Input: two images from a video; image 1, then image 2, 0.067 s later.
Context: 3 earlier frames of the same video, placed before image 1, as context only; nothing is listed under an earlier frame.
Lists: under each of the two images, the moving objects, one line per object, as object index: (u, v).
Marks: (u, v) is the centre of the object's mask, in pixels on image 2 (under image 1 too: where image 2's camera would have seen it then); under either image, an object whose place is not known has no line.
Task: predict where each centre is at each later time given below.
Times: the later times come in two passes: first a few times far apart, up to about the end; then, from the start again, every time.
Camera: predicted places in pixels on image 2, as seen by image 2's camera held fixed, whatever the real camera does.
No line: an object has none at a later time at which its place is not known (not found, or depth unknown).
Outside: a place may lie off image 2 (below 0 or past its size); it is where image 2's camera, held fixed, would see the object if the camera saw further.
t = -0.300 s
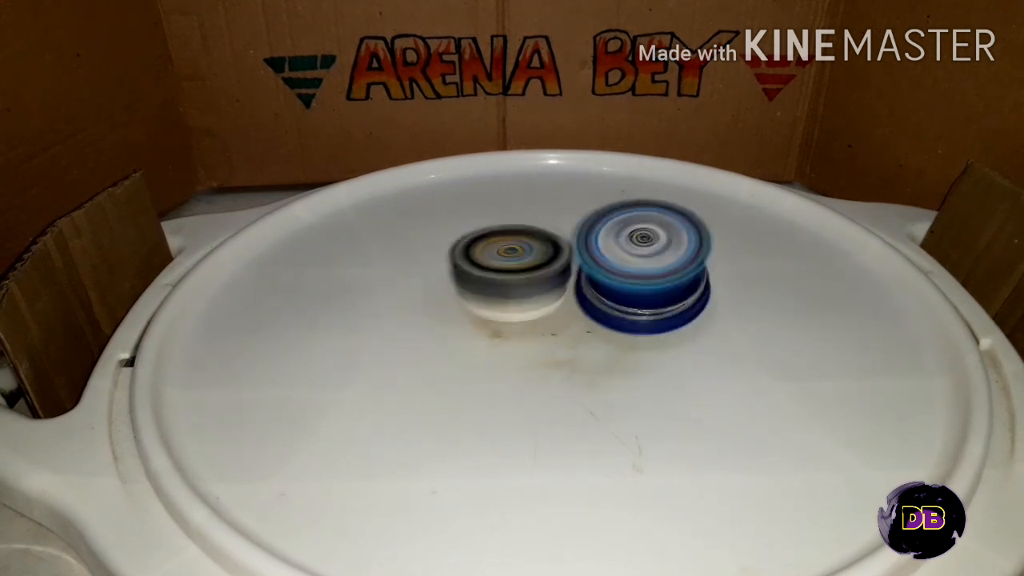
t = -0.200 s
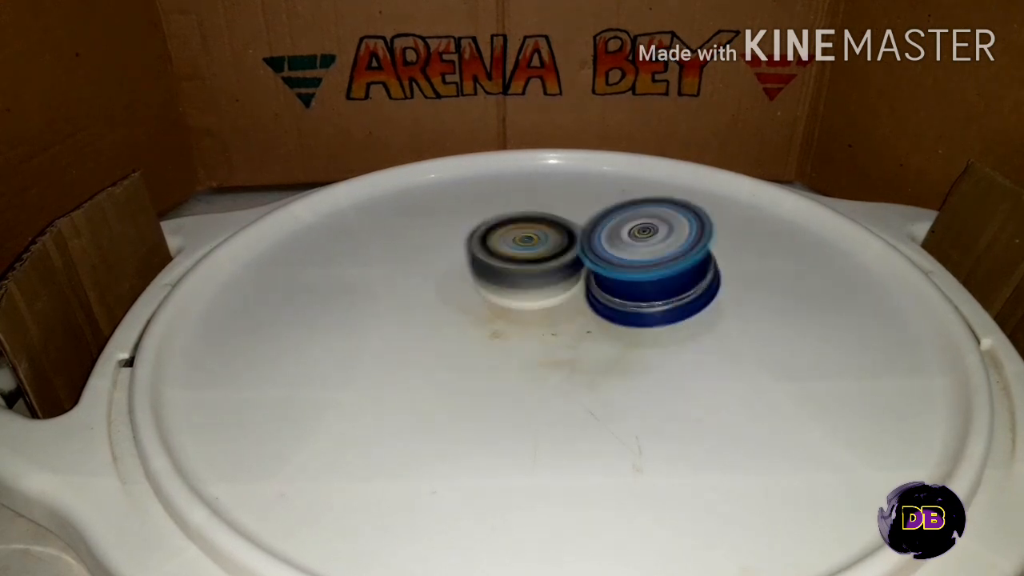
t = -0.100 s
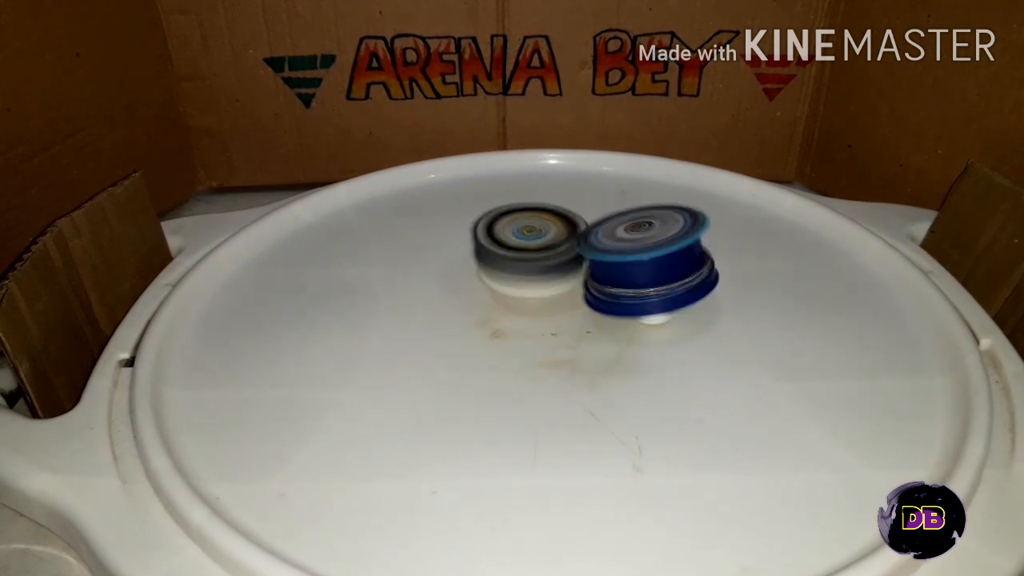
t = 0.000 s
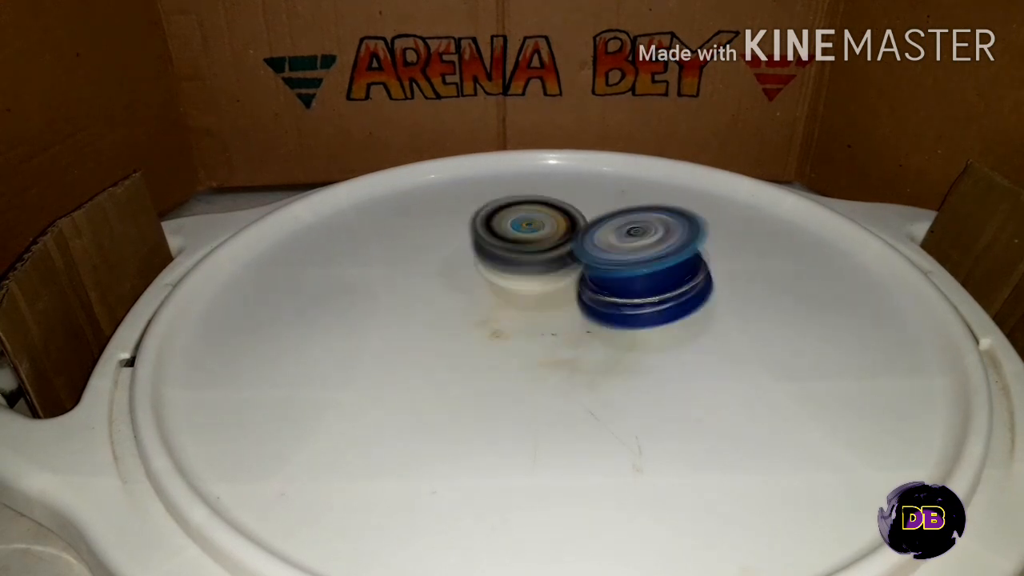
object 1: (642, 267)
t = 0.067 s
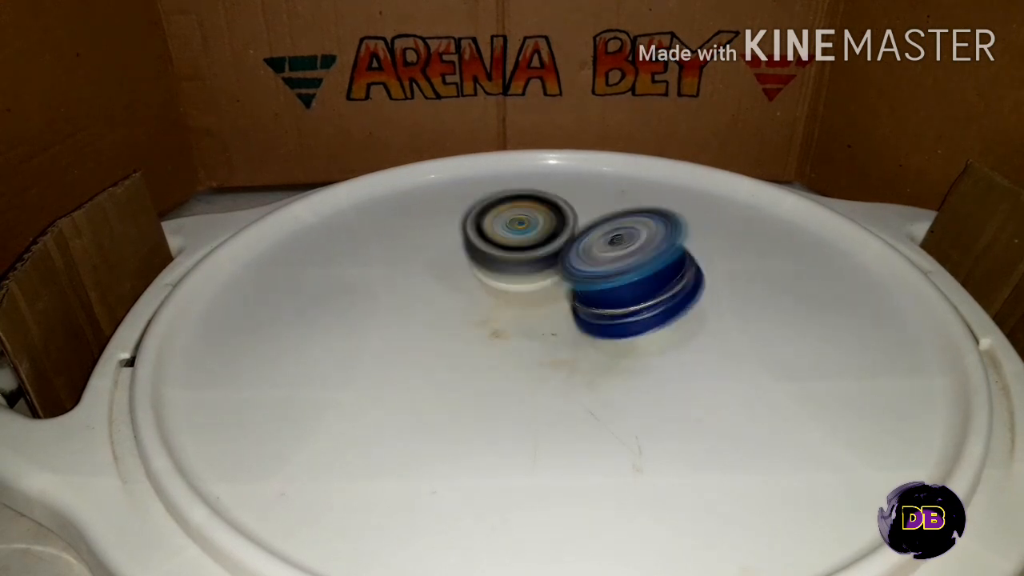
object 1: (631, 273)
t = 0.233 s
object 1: (595, 304)
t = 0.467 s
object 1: (500, 315)
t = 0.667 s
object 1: (474, 323)
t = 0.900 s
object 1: (526, 299)
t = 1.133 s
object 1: (610, 300)
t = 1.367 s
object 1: (582, 308)
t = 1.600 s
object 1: (552, 285)
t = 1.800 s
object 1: (567, 306)
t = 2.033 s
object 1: (584, 307)
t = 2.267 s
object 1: (620, 303)
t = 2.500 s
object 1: (616, 316)
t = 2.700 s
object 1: (602, 298)
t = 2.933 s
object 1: (592, 308)
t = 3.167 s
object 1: (567, 309)
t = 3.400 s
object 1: (530, 319)
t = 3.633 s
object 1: (523, 297)
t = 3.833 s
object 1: (513, 293)
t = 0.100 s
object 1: (628, 277)
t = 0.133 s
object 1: (624, 283)
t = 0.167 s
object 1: (619, 292)
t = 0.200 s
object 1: (610, 298)
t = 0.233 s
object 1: (595, 304)
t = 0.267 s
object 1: (584, 314)
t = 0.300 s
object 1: (566, 315)
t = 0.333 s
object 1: (550, 315)
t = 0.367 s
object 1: (534, 318)
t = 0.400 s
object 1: (519, 315)
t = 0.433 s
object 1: (507, 316)
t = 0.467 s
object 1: (500, 315)
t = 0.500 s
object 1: (494, 324)
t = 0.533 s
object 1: (488, 326)
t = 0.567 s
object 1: (482, 328)
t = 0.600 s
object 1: (481, 326)
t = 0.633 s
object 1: (476, 325)
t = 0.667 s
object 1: (474, 323)
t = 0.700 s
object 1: (474, 322)
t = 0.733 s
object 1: (477, 320)
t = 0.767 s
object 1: (482, 317)
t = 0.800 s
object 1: (489, 308)
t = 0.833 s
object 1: (499, 305)
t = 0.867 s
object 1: (511, 303)
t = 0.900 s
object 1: (526, 299)
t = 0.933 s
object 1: (540, 297)
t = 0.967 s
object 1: (556, 296)
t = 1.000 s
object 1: (572, 294)
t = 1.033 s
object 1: (583, 296)
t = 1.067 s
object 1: (596, 296)
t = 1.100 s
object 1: (605, 297)
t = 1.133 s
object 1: (610, 300)
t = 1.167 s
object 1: (610, 304)
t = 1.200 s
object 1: (608, 305)
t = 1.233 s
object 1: (607, 306)
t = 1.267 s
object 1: (602, 310)
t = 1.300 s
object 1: (597, 310)
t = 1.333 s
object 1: (590, 311)
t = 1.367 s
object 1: (582, 308)
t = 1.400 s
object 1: (573, 306)
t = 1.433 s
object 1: (563, 301)
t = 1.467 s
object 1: (557, 297)
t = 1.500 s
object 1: (557, 293)
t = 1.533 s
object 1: (555, 289)
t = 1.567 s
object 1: (553, 287)
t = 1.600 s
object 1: (552, 285)
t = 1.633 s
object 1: (553, 290)
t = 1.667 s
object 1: (554, 299)
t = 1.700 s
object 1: (553, 302)
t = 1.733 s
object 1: (559, 301)
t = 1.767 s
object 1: (564, 302)
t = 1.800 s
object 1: (567, 306)
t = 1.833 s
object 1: (568, 307)
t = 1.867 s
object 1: (567, 308)
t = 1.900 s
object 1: (568, 307)
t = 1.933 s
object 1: (569, 306)
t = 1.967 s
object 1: (573, 306)
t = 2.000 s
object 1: (577, 305)
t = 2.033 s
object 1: (584, 307)
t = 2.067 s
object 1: (594, 311)
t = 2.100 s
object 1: (599, 312)
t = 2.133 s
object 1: (606, 309)
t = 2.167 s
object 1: (611, 306)
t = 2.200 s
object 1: (614, 306)
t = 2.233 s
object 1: (616, 304)
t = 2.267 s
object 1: (620, 303)
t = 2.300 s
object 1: (618, 300)
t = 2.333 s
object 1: (620, 300)
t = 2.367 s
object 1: (622, 307)
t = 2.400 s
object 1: (619, 312)
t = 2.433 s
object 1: (617, 308)
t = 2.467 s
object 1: (618, 307)
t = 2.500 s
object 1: (616, 316)
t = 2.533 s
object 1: (614, 311)
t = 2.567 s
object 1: (608, 313)
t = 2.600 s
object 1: (604, 308)
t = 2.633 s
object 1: (602, 303)
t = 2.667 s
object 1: (602, 298)
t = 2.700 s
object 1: (602, 298)
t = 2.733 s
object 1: (600, 299)
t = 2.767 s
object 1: (599, 302)
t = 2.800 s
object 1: (597, 300)
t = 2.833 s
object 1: (595, 303)
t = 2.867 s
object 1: (595, 303)
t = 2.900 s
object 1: (593, 304)
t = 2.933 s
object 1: (592, 308)
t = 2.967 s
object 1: (589, 304)
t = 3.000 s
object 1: (586, 301)
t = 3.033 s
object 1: (582, 298)
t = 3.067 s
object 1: (578, 298)
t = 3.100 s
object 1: (576, 301)
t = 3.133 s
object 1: (569, 306)
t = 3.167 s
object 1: (567, 309)
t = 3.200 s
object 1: (566, 313)
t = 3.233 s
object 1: (561, 313)
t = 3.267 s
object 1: (556, 321)
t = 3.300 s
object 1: (550, 321)
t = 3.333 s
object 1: (544, 321)
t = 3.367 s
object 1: (536, 321)
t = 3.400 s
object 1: (530, 319)
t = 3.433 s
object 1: (525, 315)
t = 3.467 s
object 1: (525, 312)
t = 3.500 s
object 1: (527, 310)
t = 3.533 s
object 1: (526, 308)
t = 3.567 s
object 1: (526, 305)
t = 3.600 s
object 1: (525, 301)
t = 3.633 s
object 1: (523, 297)
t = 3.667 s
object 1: (520, 295)
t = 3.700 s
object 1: (514, 292)
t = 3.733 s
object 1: (510, 290)
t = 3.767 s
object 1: (510, 290)
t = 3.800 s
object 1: (511, 291)
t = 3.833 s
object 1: (513, 293)
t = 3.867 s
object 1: (516, 293)
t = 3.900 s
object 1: (518, 294)
